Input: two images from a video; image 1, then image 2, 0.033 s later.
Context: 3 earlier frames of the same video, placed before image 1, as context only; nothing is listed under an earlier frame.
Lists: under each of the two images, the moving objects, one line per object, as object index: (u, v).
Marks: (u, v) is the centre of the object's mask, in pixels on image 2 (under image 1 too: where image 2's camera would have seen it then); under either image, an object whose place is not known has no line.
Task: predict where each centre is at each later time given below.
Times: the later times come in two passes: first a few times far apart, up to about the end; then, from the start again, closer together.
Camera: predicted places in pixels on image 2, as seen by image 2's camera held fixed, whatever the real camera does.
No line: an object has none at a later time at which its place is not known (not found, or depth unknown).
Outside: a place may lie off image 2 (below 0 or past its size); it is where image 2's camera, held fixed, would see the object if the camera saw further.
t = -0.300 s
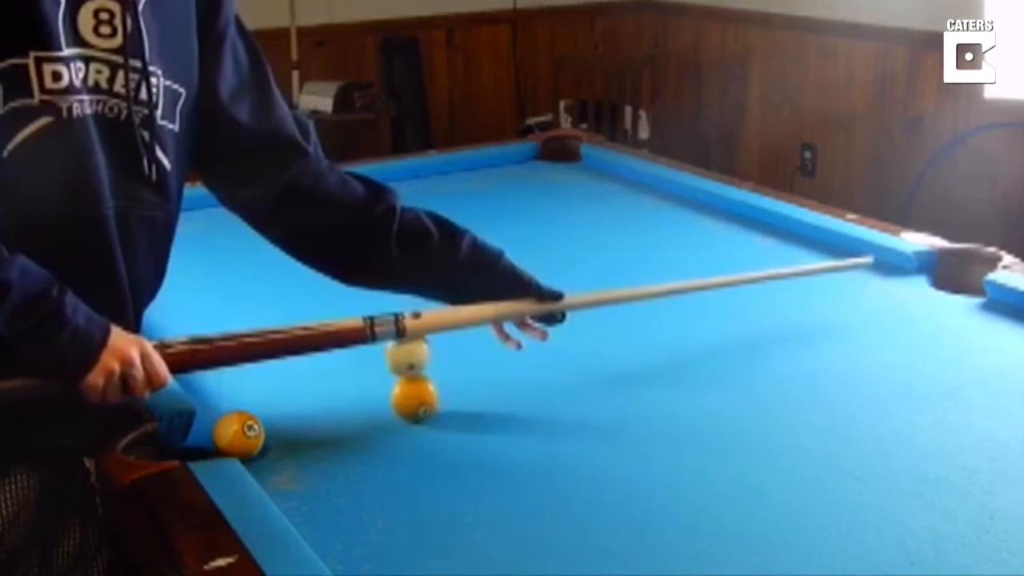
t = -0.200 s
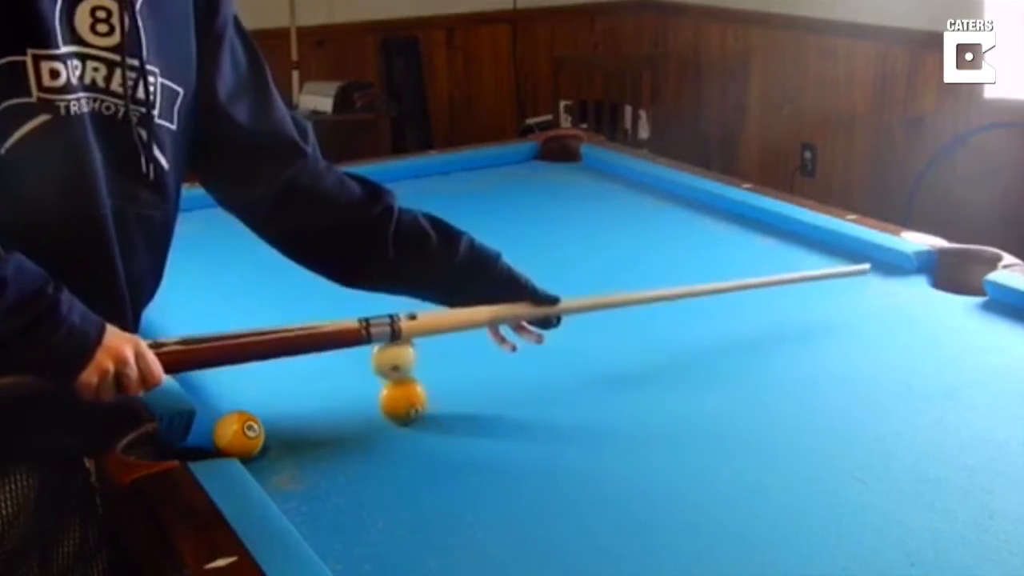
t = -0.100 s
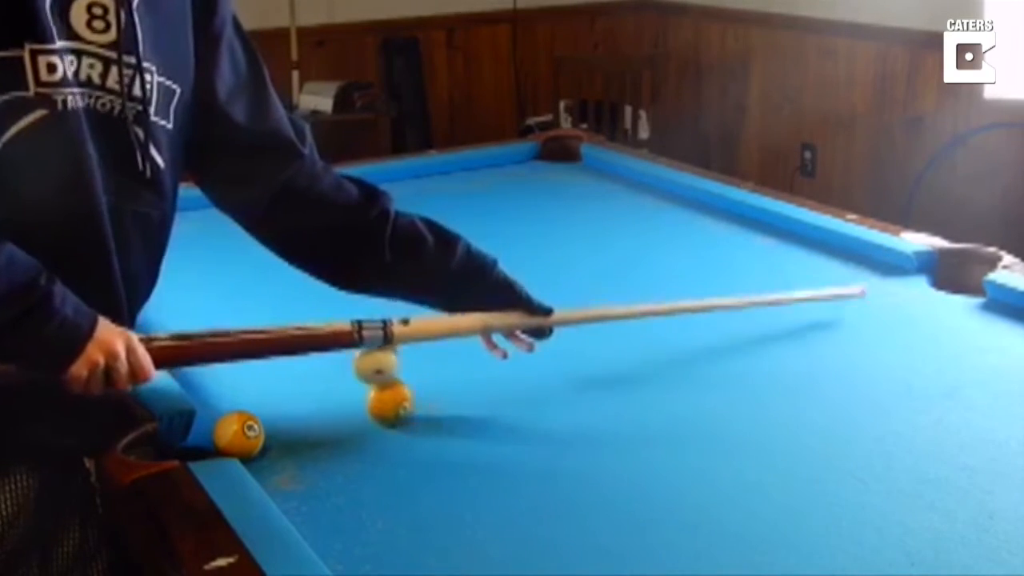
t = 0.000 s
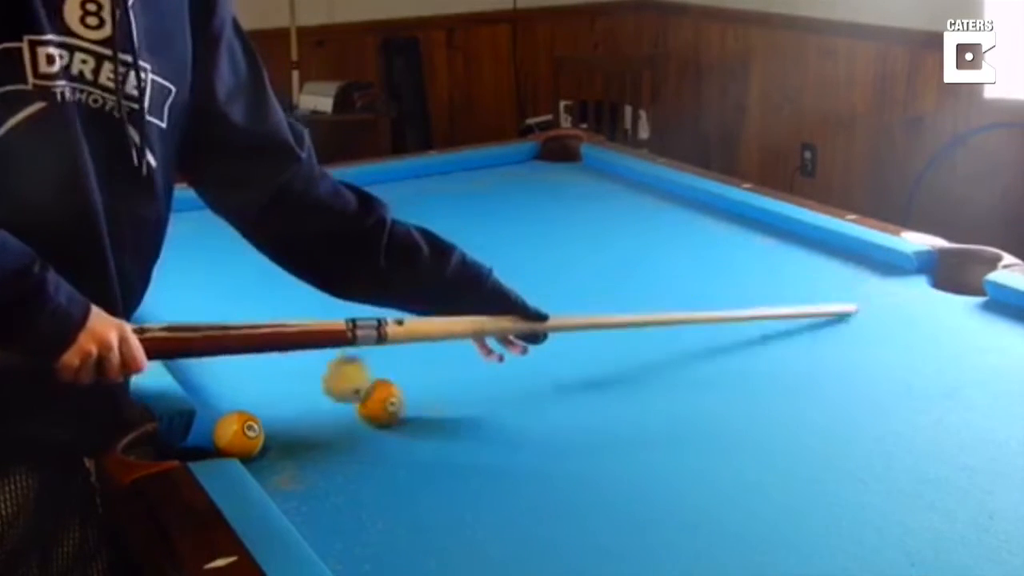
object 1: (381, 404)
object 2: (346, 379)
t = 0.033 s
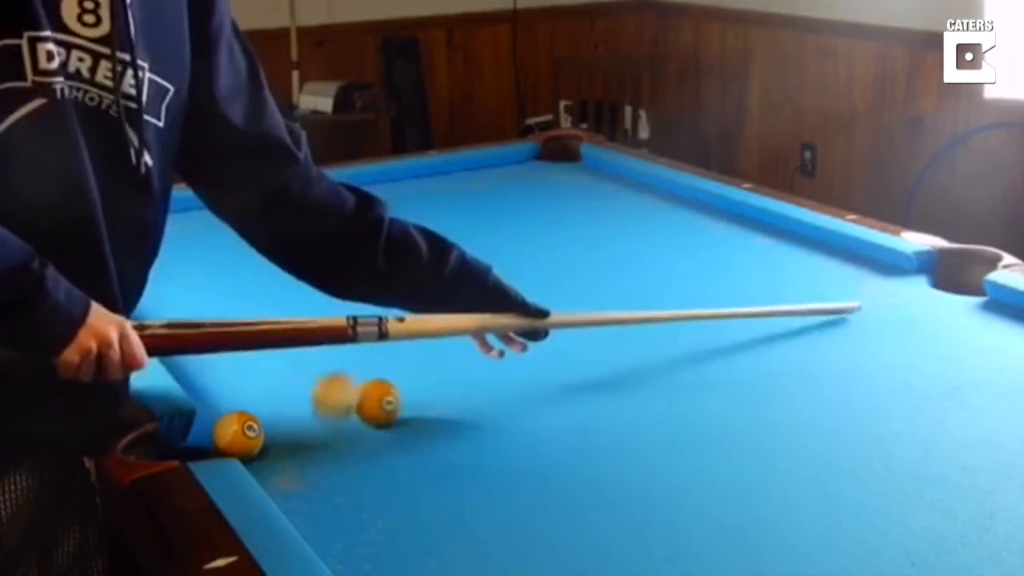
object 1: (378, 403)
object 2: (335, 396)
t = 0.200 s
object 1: (366, 403)
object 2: (287, 422)
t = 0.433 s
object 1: (354, 402)
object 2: (272, 430)
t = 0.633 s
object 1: (347, 402)
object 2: (259, 433)
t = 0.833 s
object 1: (345, 401)
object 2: (250, 435)
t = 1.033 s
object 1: (345, 401)
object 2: (244, 434)
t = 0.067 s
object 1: (375, 403)
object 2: (324, 413)
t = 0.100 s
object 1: (372, 403)
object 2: (312, 408)
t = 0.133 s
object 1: (370, 402)
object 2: (300, 410)
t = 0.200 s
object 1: (366, 403)
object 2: (287, 422)
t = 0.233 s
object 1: (364, 403)
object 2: (286, 425)
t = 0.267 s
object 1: (362, 402)
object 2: (284, 426)
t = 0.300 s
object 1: (360, 402)
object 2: (281, 427)
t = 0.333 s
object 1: (358, 402)
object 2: (280, 428)
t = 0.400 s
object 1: (355, 402)
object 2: (275, 429)
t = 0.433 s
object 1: (354, 402)
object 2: (272, 430)
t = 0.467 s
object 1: (353, 402)
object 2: (270, 430)
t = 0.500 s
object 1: (351, 402)
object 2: (267, 431)
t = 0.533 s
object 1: (350, 402)
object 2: (266, 432)
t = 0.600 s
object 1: (348, 402)
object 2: (262, 433)
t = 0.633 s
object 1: (347, 402)
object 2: (259, 433)
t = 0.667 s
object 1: (347, 402)
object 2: (257, 434)
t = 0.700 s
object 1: (346, 401)
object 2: (256, 434)
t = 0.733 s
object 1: (346, 401)
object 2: (254, 434)
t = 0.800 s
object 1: (345, 401)
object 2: (251, 435)
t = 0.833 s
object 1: (345, 401)
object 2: (250, 435)
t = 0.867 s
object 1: (345, 401)
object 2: (248, 435)
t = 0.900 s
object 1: (345, 401)
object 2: (247, 435)
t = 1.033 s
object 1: (345, 401)
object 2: (244, 434)
